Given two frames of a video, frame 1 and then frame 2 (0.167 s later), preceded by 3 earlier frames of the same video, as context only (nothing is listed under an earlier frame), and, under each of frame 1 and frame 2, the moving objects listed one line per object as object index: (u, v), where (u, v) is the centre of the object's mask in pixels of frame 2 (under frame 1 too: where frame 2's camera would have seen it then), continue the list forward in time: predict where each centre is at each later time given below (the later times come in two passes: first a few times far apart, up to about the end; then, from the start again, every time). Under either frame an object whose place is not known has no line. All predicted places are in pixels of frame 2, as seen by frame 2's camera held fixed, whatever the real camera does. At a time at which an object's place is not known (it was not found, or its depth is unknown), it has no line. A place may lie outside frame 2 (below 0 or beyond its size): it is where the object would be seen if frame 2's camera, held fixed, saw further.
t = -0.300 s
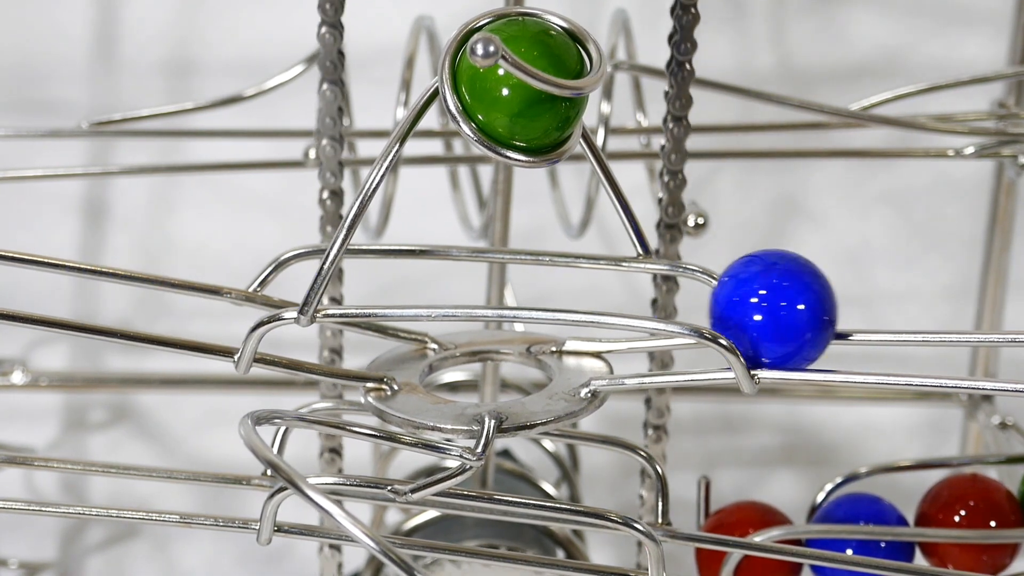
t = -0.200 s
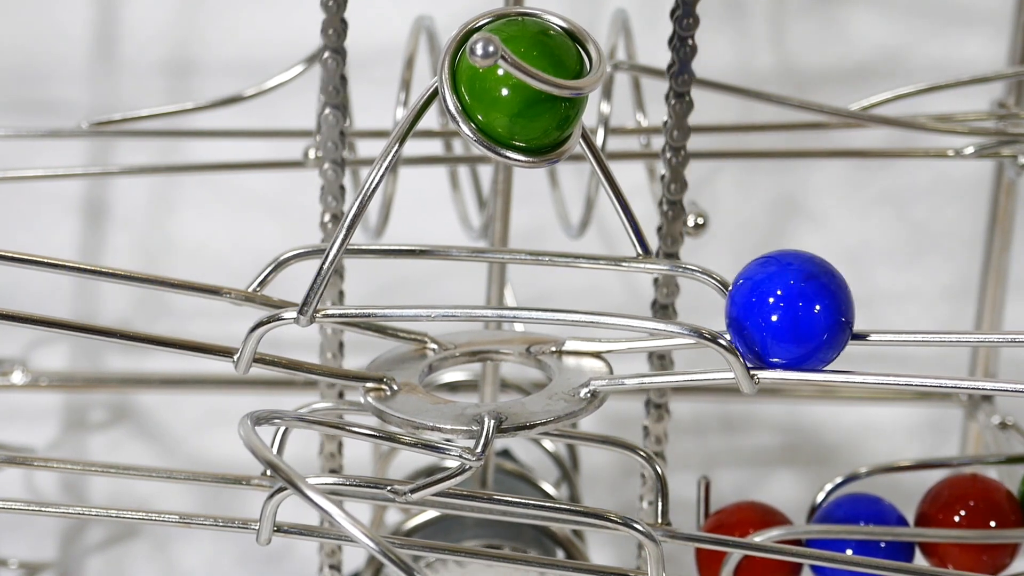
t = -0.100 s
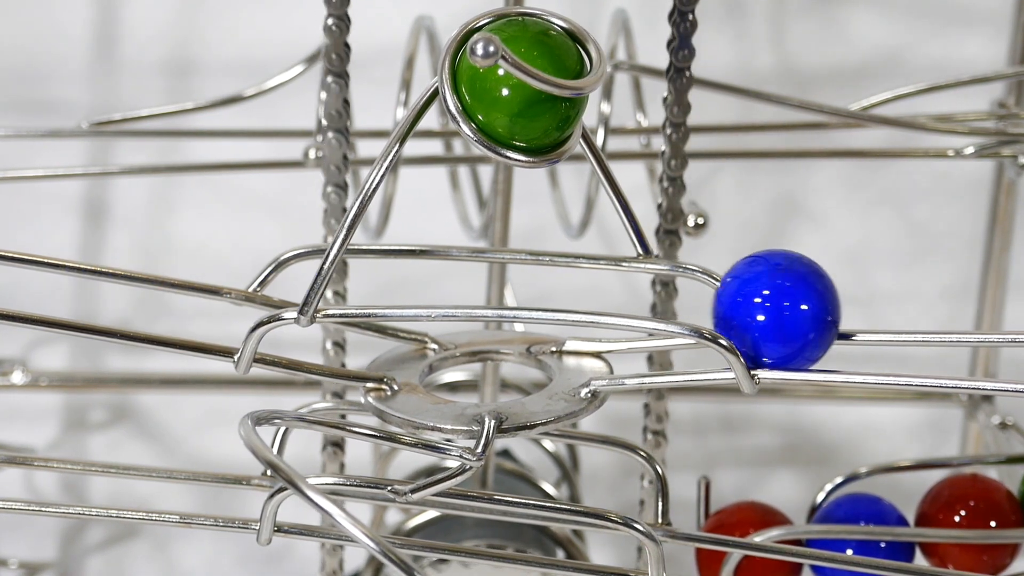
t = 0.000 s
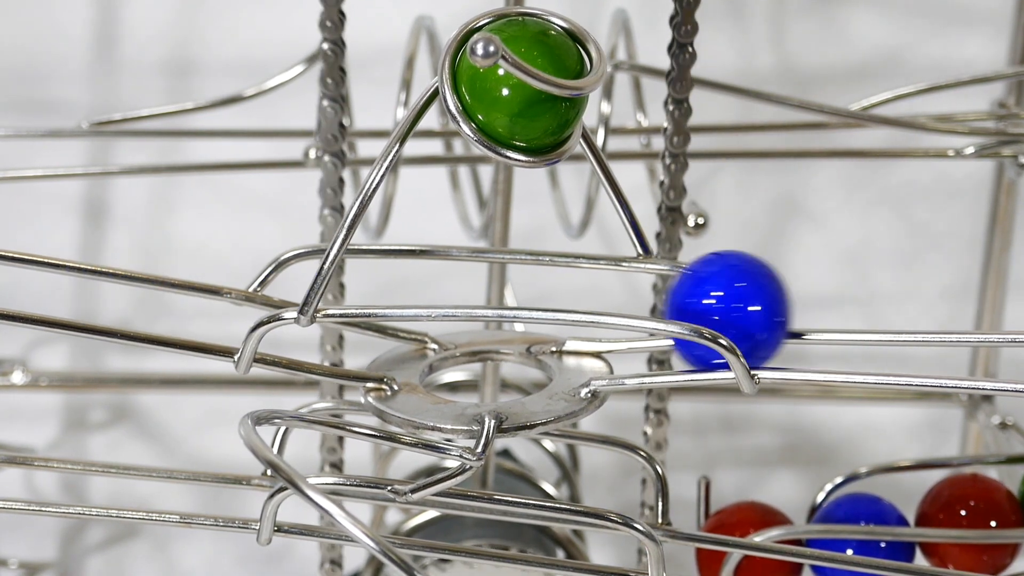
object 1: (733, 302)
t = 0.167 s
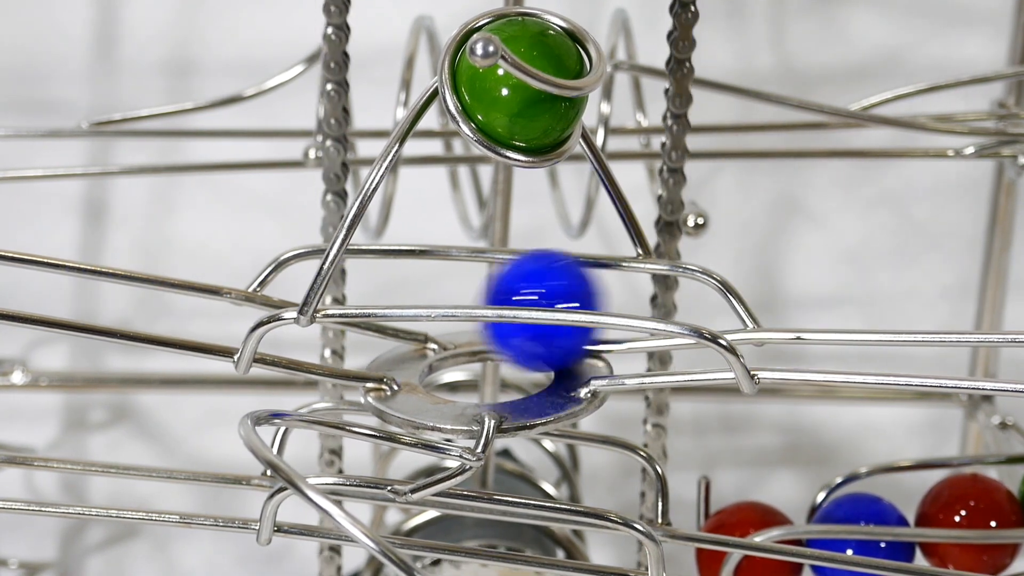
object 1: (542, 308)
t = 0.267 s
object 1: (406, 321)
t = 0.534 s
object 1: (390, 305)
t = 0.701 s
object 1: (491, 358)
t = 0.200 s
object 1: (488, 321)
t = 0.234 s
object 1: (437, 322)
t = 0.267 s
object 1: (406, 321)
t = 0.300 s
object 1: (382, 305)
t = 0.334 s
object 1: (367, 305)
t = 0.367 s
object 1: (350, 306)
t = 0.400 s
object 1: (344, 306)
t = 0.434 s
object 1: (346, 306)
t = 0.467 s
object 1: (361, 306)
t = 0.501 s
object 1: (372, 306)
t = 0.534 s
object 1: (390, 305)
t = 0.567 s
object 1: (415, 305)
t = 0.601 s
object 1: (440, 306)
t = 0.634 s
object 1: (469, 321)
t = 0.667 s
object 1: (501, 335)
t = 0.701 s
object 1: (491, 358)
